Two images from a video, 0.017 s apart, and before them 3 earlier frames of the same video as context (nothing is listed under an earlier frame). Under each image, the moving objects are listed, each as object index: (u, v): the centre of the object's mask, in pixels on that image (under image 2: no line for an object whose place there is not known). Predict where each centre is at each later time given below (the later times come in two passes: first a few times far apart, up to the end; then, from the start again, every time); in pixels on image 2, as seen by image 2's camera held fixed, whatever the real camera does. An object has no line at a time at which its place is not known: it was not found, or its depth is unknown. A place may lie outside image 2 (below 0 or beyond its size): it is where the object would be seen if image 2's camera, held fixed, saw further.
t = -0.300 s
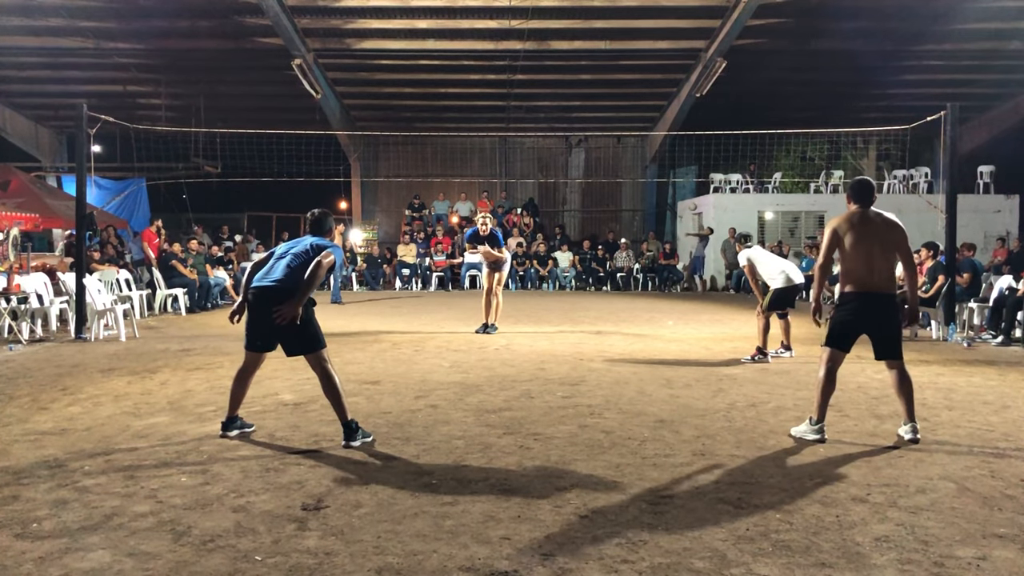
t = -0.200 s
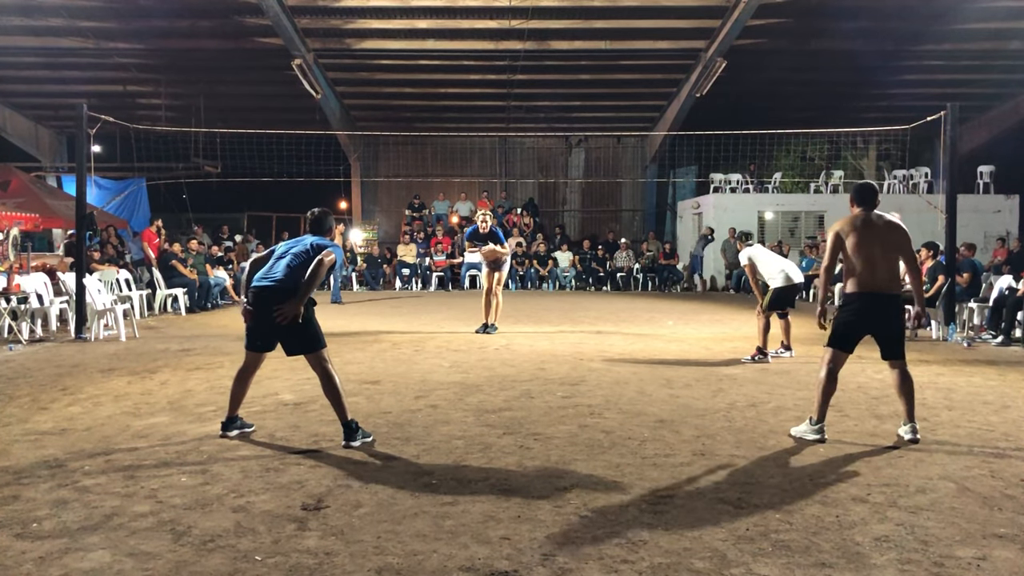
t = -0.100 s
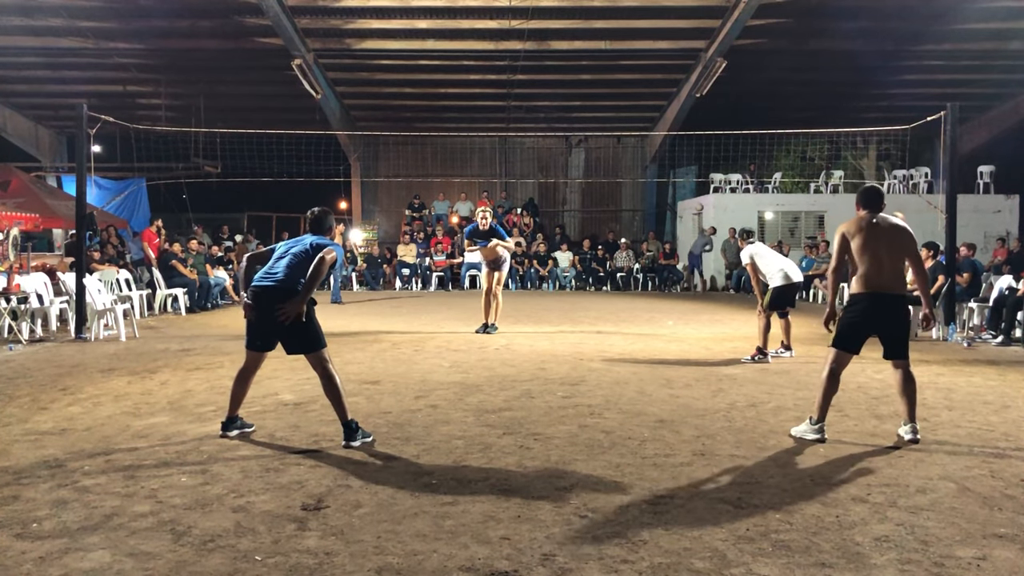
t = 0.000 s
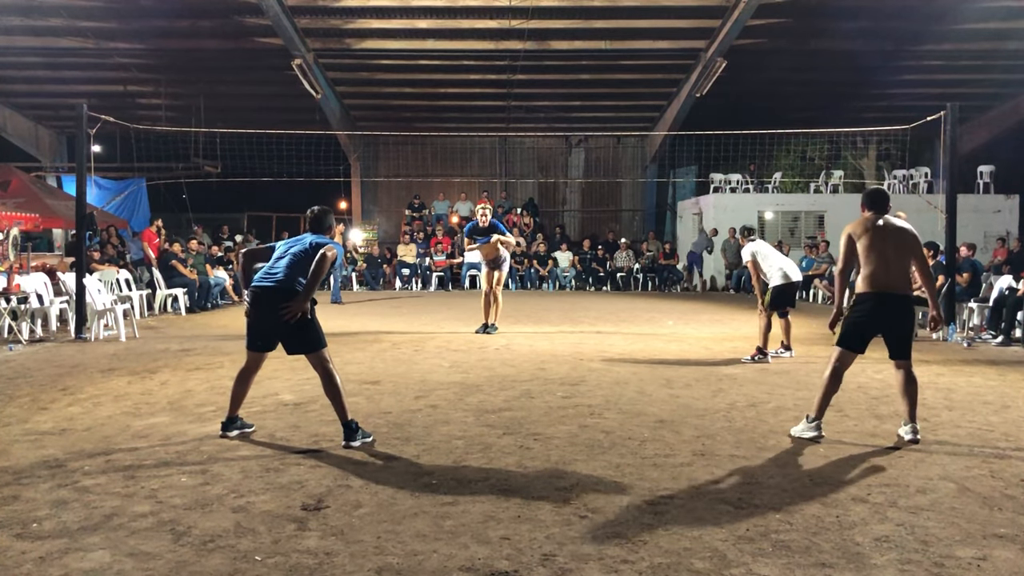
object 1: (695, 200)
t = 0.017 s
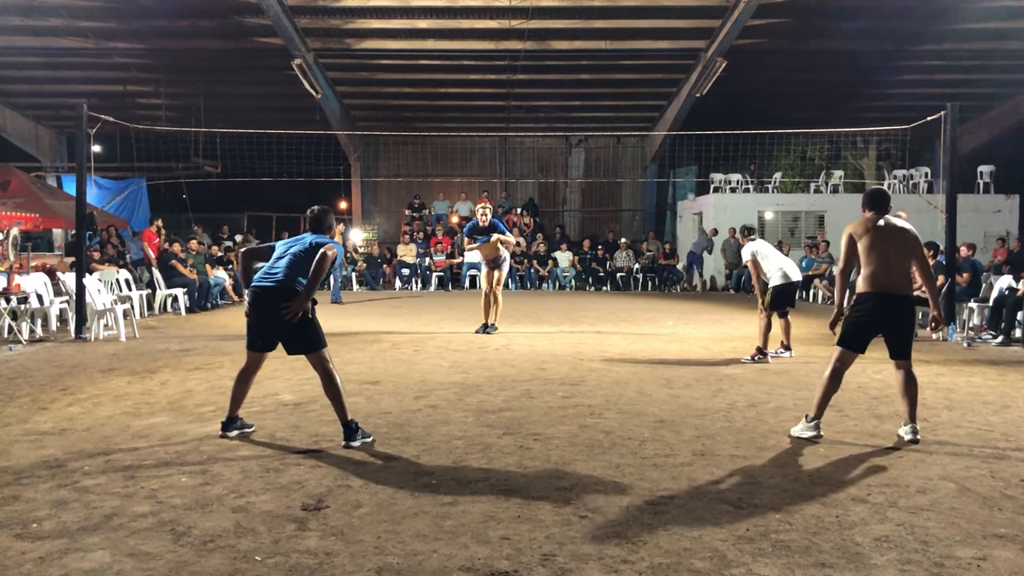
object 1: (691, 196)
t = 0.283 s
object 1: (634, 150)
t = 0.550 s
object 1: (548, 143)
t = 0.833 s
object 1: (447, 168)
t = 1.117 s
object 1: (444, 161)
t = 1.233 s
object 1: (444, 174)
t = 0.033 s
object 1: (688, 193)
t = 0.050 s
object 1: (685, 190)
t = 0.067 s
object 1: (682, 186)
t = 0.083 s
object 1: (679, 182)
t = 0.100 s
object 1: (675, 179)
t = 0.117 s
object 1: (672, 176)
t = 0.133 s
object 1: (669, 173)
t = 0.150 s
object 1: (666, 170)
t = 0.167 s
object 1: (662, 167)
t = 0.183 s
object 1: (659, 164)
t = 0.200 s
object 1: (655, 161)
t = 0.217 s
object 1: (651, 159)
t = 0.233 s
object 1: (647, 157)
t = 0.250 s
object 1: (643, 155)
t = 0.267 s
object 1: (638, 152)
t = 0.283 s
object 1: (634, 150)
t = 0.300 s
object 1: (630, 148)
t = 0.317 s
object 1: (625, 147)
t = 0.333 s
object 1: (621, 145)
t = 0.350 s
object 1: (616, 144)
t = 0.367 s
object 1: (611, 143)
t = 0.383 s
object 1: (606, 142)
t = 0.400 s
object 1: (601, 141)
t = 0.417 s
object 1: (596, 140)
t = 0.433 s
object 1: (590, 140)
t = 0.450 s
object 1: (585, 140)
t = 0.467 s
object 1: (579, 140)
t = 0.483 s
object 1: (573, 140)
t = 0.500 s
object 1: (567, 140)
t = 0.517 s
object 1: (561, 141)
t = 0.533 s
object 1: (554, 142)
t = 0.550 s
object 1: (548, 143)
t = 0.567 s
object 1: (542, 143)
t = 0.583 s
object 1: (535, 145)
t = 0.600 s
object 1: (528, 146)
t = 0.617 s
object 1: (521, 149)
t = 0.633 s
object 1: (514, 151)
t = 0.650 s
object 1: (506, 153)
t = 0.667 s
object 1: (499, 156)
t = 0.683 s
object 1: (491, 159)
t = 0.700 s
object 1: (484, 162)
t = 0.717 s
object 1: (475, 166)
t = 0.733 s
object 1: (467, 169)
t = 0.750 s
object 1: (460, 173)
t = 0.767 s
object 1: (455, 174)
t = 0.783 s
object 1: (452, 174)
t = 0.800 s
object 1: (450, 172)
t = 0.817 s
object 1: (448, 170)
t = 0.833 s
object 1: (447, 168)
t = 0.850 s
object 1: (446, 166)
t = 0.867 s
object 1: (446, 165)
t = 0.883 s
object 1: (445, 164)
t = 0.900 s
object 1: (444, 164)
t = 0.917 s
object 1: (444, 163)
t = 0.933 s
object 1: (444, 161)
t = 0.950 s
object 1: (444, 160)
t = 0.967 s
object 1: (444, 159)
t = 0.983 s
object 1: (444, 158)
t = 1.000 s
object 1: (444, 158)
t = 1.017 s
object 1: (444, 158)
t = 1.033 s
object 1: (444, 158)
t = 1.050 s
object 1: (444, 158)
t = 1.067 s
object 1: (444, 158)
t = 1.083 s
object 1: (444, 159)
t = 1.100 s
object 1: (444, 160)
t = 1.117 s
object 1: (444, 161)
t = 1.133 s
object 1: (444, 162)
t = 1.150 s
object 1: (444, 164)
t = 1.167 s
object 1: (444, 166)
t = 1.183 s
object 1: (444, 168)
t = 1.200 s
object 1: (444, 170)
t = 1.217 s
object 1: (444, 172)
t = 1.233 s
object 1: (444, 174)
